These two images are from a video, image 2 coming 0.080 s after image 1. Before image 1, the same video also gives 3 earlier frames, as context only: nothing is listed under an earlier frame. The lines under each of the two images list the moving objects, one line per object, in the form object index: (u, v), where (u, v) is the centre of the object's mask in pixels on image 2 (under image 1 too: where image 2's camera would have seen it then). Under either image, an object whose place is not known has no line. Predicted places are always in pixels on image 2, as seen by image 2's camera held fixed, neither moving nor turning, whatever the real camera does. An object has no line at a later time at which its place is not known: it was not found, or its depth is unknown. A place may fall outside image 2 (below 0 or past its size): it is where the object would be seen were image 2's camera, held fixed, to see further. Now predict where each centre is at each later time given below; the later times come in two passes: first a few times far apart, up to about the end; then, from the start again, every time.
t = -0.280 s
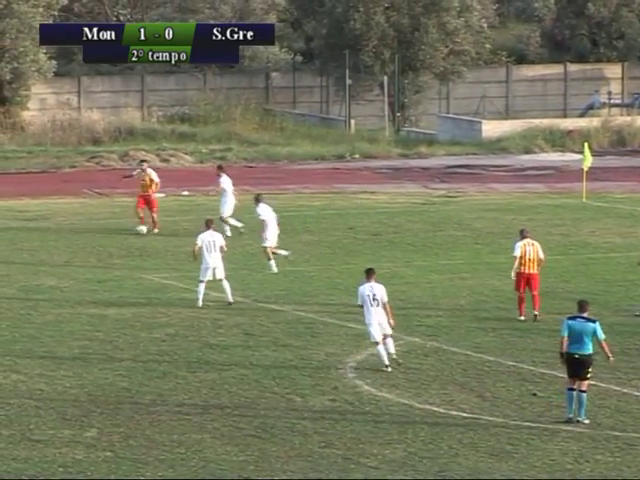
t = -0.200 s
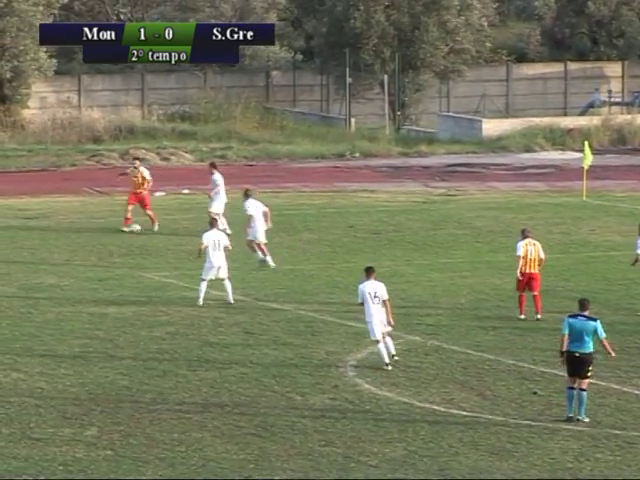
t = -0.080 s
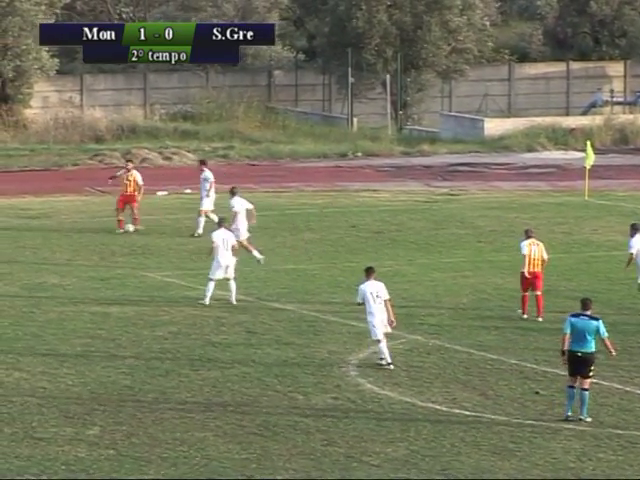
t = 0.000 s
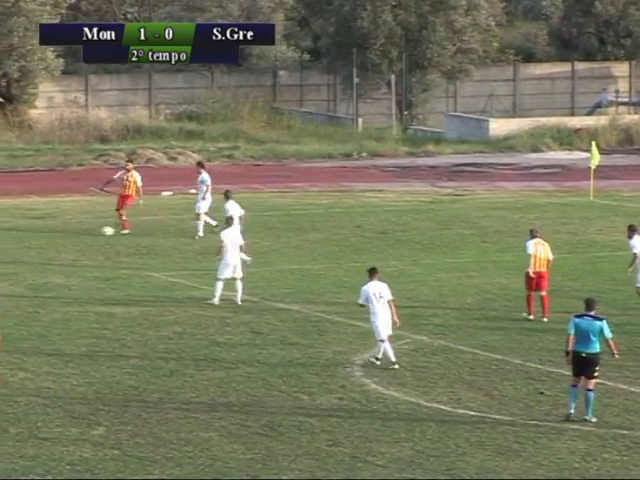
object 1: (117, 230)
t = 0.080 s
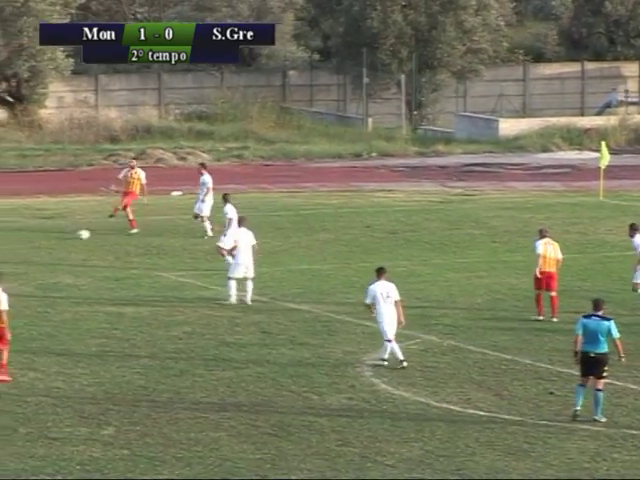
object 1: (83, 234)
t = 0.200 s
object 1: (36, 239)
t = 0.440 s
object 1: (-47, 246)
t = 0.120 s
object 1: (67, 236)
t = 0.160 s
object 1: (51, 237)
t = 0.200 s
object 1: (36, 239)
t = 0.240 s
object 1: (21, 241)
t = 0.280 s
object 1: (6, 242)
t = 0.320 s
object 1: (-8, 244)
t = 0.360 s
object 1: (-22, 245)
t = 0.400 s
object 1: (-34, 245)
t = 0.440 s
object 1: (-47, 246)
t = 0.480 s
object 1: (-60, 248)
